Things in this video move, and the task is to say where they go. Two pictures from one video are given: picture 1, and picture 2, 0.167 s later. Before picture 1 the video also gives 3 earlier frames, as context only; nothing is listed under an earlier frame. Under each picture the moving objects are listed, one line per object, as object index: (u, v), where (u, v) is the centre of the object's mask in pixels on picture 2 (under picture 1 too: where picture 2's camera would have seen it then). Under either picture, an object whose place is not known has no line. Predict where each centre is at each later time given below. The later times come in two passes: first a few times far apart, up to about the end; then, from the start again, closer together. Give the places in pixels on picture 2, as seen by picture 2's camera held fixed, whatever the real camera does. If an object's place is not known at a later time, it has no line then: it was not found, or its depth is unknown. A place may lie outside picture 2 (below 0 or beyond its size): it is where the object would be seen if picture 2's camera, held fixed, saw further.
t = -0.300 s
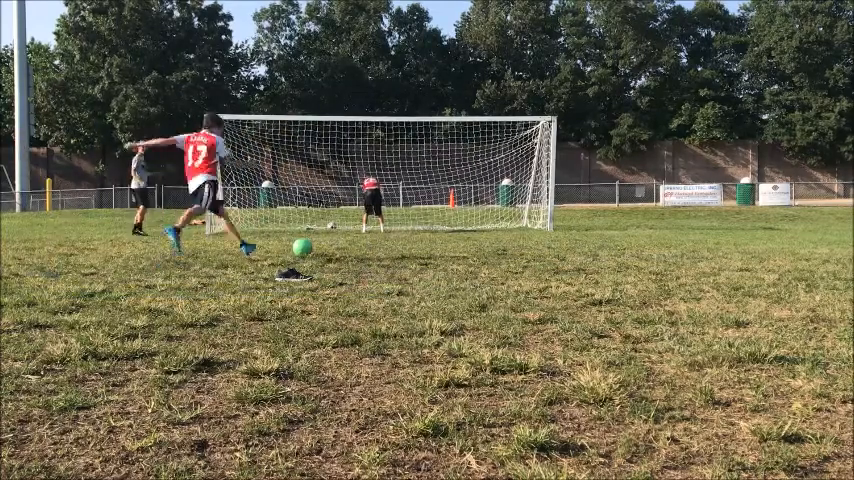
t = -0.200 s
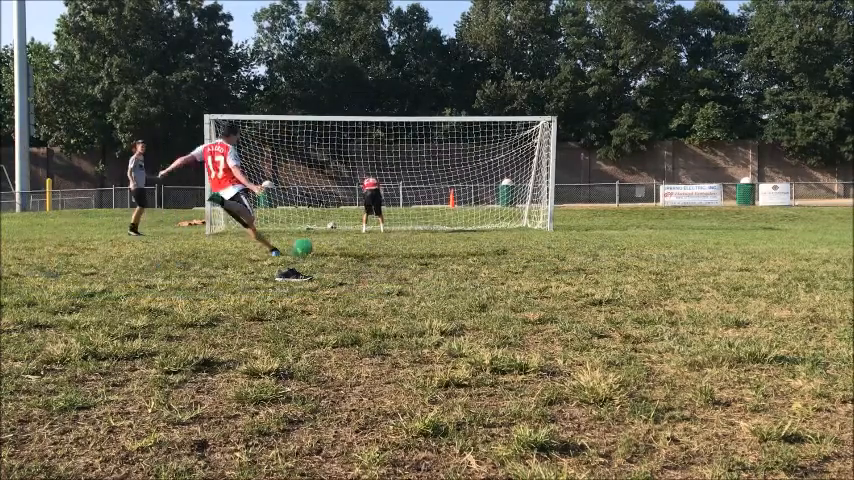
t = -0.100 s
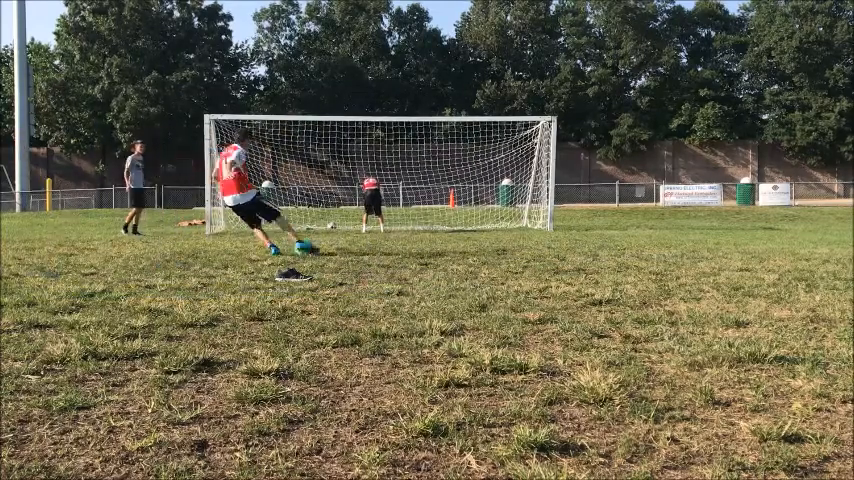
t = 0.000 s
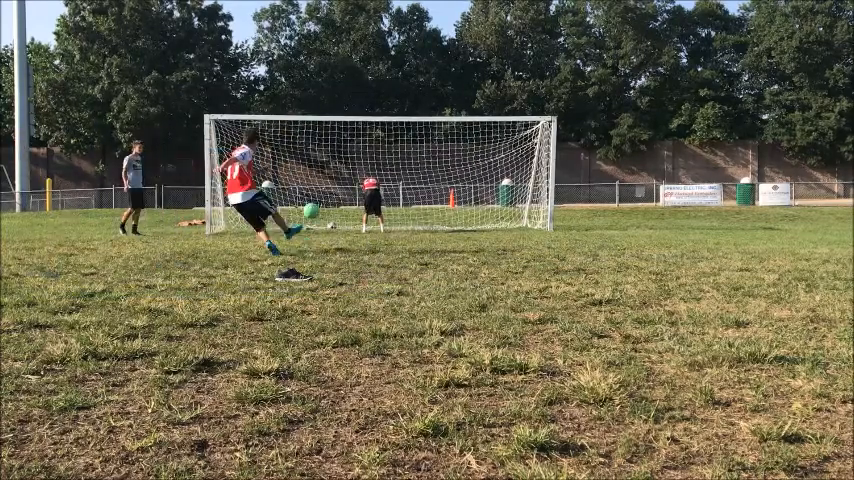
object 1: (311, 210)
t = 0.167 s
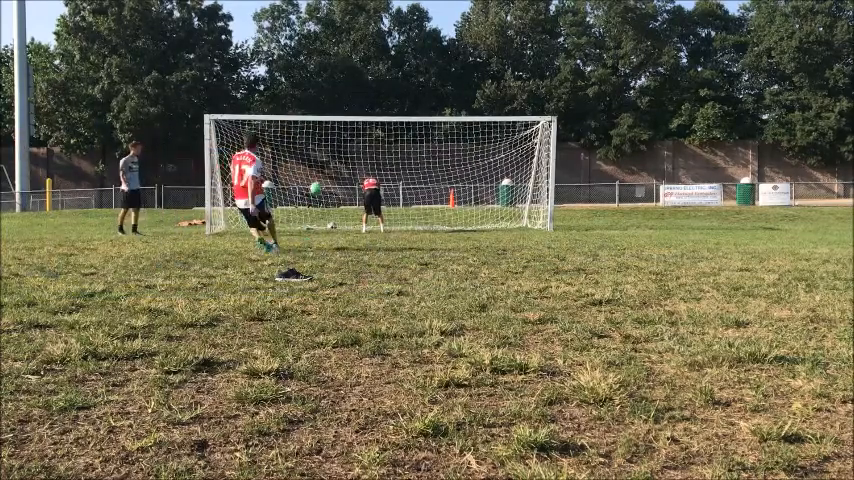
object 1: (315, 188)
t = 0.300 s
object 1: (316, 190)
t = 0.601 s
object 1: (317, 207)
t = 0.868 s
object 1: (316, 206)
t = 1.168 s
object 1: (314, 224)
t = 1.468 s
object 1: (317, 225)
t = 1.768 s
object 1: (314, 225)
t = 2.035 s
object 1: (315, 225)
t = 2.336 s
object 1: (315, 224)
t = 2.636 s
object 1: (315, 225)
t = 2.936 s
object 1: (315, 225)
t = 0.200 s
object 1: (315, 187)
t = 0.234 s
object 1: (316, 188)
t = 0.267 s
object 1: (316, 189)
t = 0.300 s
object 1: (316, 190)
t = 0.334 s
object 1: (317, 193)
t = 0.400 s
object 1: (316, 200)
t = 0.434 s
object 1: (316, 204)
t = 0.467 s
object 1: (316, 208)
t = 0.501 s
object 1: (316, 209)
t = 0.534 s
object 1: (317, 208)
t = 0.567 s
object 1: (317, 207)
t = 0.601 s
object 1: (317, 207)
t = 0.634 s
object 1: (317, 206)
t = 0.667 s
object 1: (316, 205)
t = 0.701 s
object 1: (316, 204)
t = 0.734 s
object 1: (316, 204)
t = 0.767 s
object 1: (316, 204)
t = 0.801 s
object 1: (316, 204)
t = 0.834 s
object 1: (316, 205)
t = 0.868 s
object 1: (316, 206)
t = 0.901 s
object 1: (315, 207)
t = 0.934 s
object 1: (315, 210)
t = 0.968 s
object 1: (315, 212)
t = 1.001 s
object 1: (316, 214)
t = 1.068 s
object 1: (315, 220)
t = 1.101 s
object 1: (315, 222)
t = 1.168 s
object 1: (314, 224)
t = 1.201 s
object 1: (315, 222)
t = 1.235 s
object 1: (315, 222)
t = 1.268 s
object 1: (315, 222)
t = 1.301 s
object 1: (316, 221)
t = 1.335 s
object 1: (316, 222)
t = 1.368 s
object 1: (316, 223)
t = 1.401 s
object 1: (317, 224)
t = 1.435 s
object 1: (315, 224)
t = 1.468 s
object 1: (317, 225)
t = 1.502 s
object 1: (314, 225)
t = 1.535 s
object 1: (314, 224)
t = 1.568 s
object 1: (314, 225)
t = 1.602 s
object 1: (314, 225)
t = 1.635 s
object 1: (314, 224)
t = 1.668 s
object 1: (314, 225)
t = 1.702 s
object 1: (314, 225)
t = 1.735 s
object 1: (314, 225)
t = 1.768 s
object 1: (314, 225)
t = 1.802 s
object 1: (314, 225)
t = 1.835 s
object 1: (313, 225)
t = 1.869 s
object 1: (313, 225)
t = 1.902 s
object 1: (314, 225)
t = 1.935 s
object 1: (314, 225)
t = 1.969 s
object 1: (314, 225)
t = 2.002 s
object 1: (315, 225)
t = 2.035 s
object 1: (315, 225)
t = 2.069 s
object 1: (315, 225)
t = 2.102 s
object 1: (315, 225)
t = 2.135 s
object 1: (315, 224)
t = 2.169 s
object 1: (315, 224)
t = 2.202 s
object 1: (315, 224)
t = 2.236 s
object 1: (315, 224)
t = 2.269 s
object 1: (315, 224)
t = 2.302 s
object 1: (315, 224)
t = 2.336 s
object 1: (315, 224)
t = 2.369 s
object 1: (315, 224)
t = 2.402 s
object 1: (315, 225)
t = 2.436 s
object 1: (315, 225)
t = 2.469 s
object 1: (315, 224)
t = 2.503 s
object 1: (315, 224)
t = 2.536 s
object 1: (315, 224)
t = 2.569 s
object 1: (315, 224)
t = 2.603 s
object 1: (315, 225)
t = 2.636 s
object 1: (315, 225)
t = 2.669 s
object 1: (315, 224)
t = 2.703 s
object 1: (315, 225)
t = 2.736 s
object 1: (315, 225)
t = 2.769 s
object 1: (315, 225)
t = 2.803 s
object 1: (315, 225)
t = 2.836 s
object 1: (315, 225)
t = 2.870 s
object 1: (315, 225)
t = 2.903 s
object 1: (315, 225)
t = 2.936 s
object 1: (315, 225)
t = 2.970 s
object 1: (314, 225)
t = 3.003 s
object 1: (314, 225)
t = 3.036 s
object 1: (314, 225)
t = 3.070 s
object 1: (314, 225)
